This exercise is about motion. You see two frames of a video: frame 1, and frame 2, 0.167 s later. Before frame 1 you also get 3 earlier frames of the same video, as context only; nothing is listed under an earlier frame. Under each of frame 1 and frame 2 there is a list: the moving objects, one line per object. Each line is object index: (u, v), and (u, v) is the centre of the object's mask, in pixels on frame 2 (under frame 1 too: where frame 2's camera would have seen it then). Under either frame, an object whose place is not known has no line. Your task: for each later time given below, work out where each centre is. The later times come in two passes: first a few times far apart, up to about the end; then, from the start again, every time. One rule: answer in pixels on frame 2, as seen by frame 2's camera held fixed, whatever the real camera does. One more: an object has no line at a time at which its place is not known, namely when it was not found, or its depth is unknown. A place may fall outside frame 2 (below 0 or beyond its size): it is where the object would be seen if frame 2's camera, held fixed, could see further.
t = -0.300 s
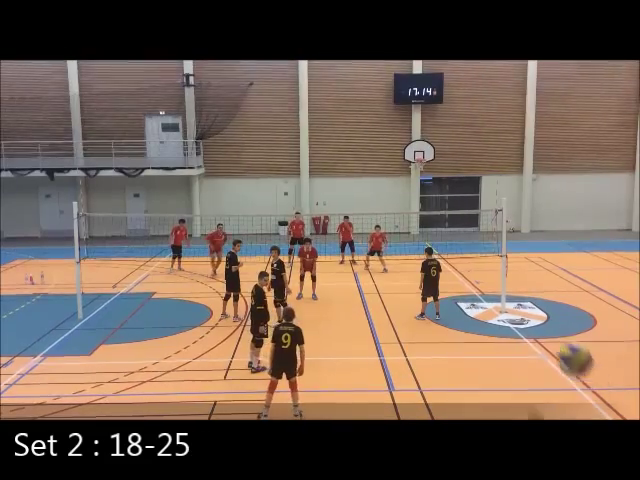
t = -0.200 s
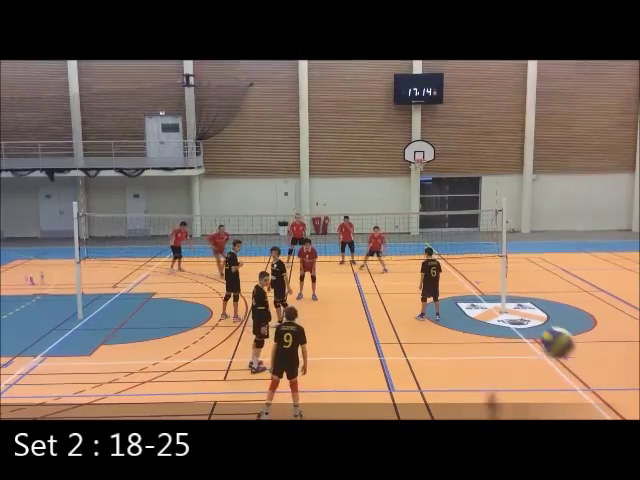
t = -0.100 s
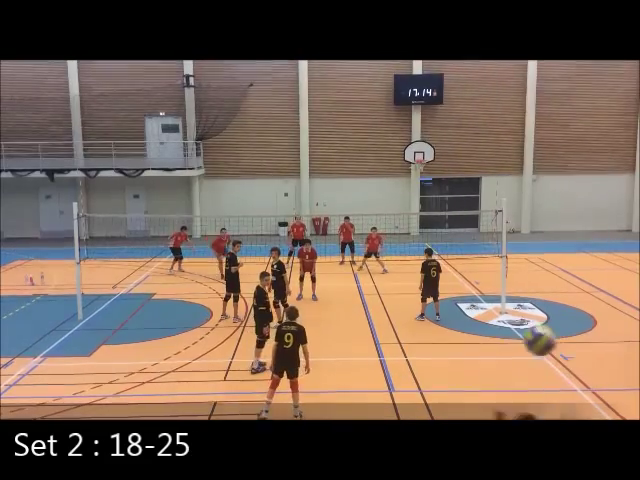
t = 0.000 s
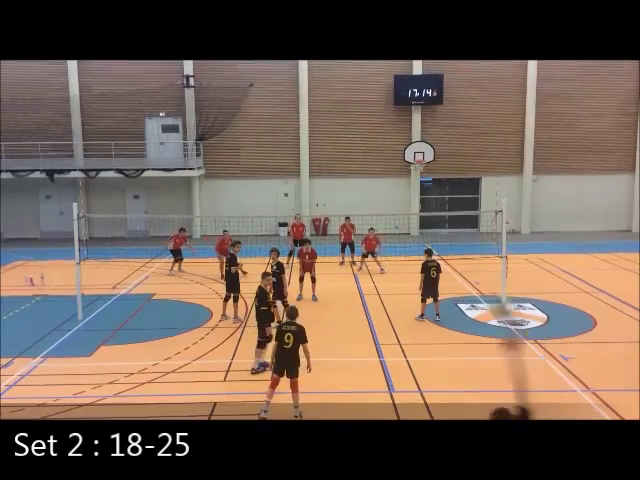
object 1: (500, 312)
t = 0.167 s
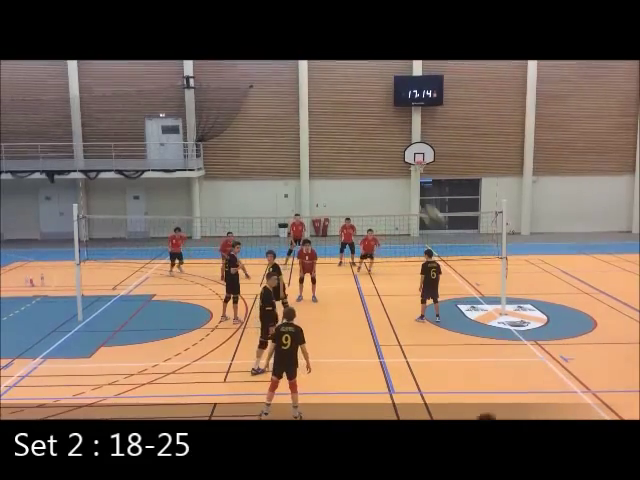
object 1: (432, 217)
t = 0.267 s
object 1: (410, 196)
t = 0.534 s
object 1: (379, 183)
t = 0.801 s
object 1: (364, 204)
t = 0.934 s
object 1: (359, 222)
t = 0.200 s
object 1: (426, 206)
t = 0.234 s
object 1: (418, 200)
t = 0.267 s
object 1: (410, 196)
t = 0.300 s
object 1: (406, 191)
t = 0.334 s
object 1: (400, 188)
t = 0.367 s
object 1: (395, 185)
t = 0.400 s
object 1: (391, 183)
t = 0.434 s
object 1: (388, 182)
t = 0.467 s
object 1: (384, 182)
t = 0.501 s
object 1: (381, 183)
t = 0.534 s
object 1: (379, 183)
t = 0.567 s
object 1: (377, 185)
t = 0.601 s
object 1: (375, 185)
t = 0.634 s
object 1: (372, 189)
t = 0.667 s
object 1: (370, 192)
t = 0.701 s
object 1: (369, 195)
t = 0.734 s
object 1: (367, 198)
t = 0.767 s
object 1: (365, 201)
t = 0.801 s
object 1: (364, 204)
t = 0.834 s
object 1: (362, 208)
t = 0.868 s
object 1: (361, 212)
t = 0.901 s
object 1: (360, 217)
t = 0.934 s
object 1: (359, 222)
